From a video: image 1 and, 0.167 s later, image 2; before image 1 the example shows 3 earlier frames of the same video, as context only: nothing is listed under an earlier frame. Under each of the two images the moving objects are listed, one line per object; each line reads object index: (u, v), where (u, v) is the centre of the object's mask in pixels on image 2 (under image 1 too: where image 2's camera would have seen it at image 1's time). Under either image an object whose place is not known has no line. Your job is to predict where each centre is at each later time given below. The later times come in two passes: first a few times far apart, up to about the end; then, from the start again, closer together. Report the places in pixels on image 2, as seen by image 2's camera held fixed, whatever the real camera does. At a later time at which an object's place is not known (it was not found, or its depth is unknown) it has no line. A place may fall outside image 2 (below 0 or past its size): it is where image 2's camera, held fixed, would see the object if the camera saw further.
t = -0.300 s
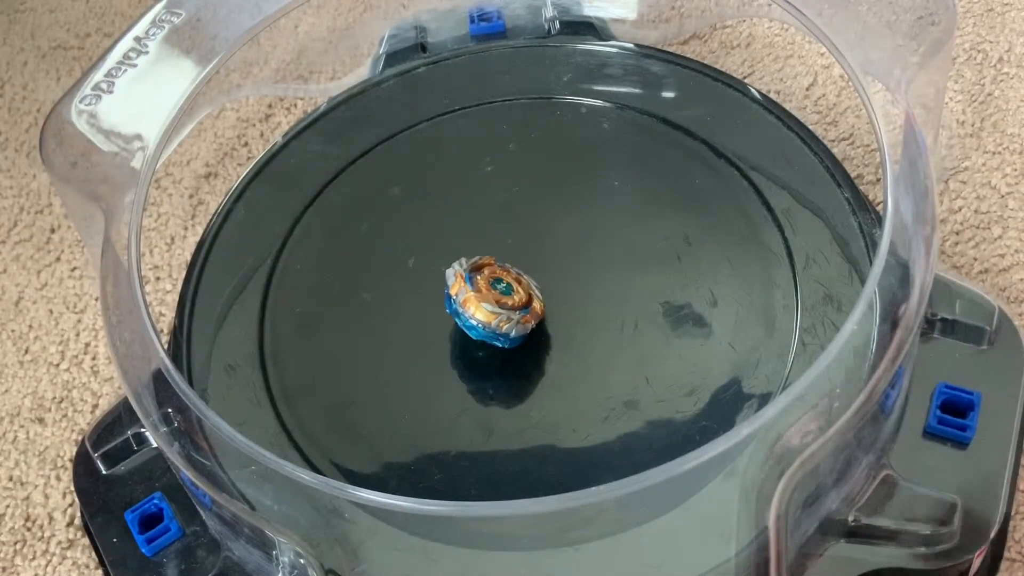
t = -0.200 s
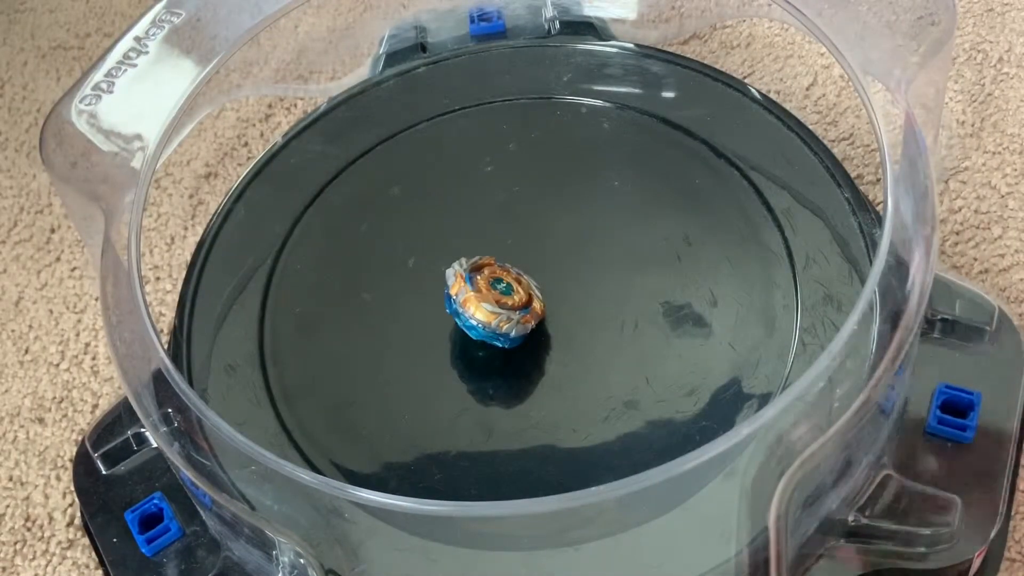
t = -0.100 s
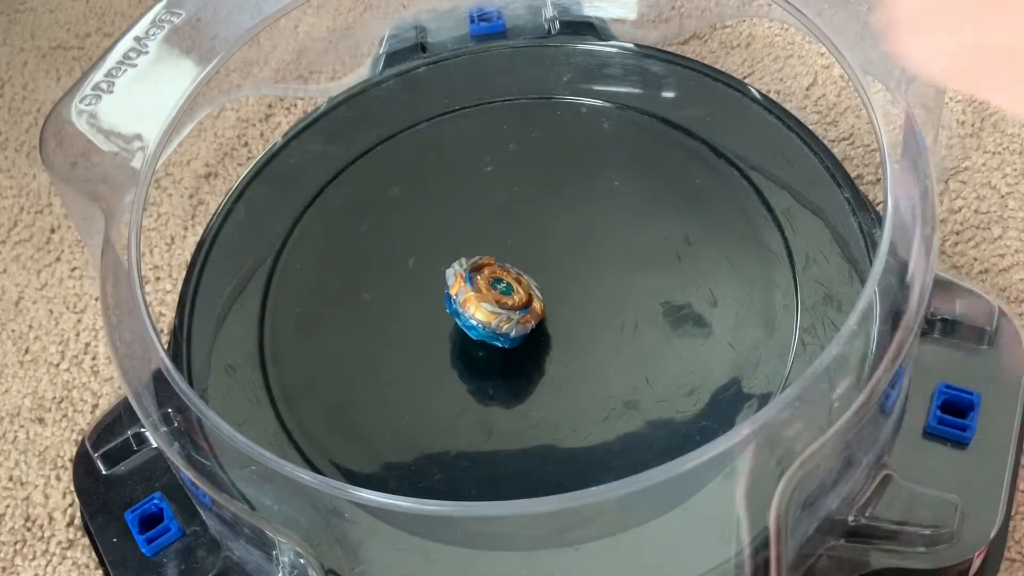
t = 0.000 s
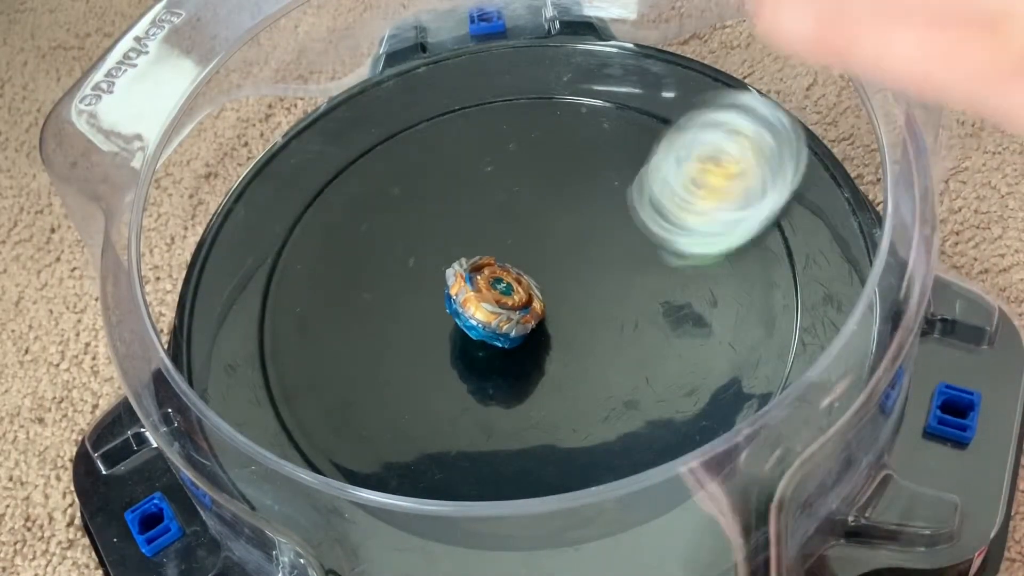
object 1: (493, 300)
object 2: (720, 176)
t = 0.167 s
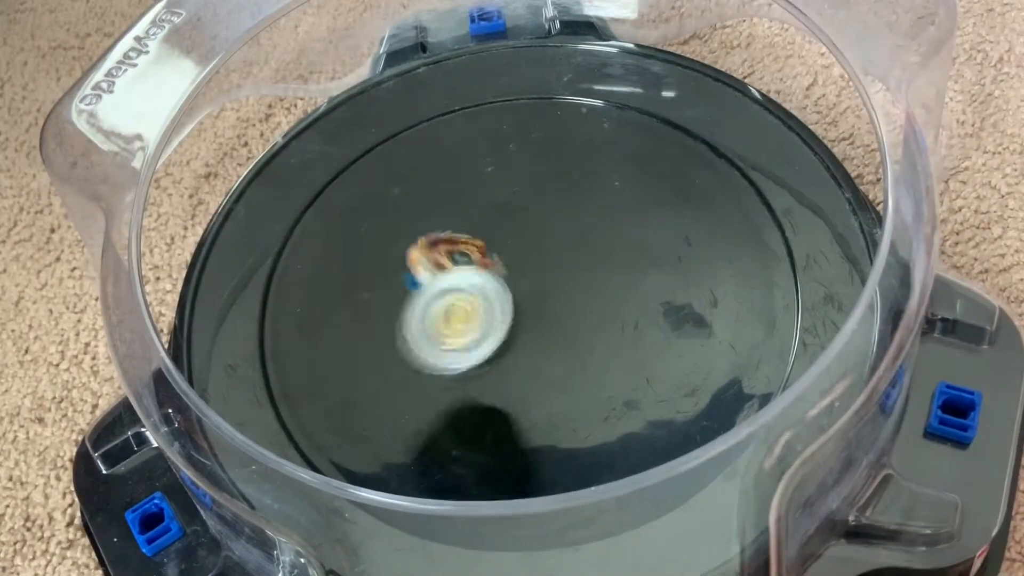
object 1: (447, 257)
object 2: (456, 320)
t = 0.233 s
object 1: (439, 258)
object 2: (401, 346)
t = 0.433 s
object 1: (428, 258)
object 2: (371, 336)
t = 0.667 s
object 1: (452, 282)
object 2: (504, 361)
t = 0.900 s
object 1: (454, 286)
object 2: (604, 345)
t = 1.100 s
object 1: (459, 270)
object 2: (609, 295)
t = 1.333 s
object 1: (444, 269)
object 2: (539, 266)
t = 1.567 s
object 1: (448, 266)
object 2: (564, 285)
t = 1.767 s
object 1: (475, 294)
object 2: (563, 278)
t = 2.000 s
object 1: (479, 295)
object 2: (575, 278)
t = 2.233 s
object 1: (480, 306)
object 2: (565, 274)
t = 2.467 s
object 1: (479, 304)
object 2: (564, 273)
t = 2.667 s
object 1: (478, 305)
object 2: (561, 269)
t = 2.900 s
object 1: (476, 305)
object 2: (556, 262)
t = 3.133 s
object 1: (475, 305)
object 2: (549, 255)
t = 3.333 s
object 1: (474, 305)
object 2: (545, 251)
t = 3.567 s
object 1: (474, 306)
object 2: (542, 249)
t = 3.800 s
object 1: (473, 307)
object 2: (540, 248)
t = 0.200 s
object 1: (446, 261)
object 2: (428, 343)
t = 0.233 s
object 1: (439, 258)
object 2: (401, 346)
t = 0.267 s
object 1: (431, 254)
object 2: (381, 343)
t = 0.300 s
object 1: (427, 254)
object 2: (367, 345)
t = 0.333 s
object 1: (425, 256)
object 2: (358, 342)
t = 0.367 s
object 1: (424, 257)
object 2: (358, 338)
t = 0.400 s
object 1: (425, 258)
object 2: (361, 336)
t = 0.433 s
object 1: (428, 258)
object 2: (371, 336)
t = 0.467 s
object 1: (434, 258)
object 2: (384, 336)
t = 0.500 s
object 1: (441, 258)
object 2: (402, 339)
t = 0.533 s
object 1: (447, 258)
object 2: (423, 342)
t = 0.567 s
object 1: (451, 262)
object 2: (443, 347)
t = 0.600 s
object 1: (452, 267)
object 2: (464, 352)
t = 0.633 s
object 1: (452, 275)
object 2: (484, 357)
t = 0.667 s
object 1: (452, 282)
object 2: (504, 361)
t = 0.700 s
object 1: (450, 288)
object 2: (523, 363)
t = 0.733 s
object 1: (448, 290)
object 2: (541, 365)
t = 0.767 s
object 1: (446, 290)
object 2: (558, 364)
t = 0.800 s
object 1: (446, 290)
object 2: (574, 361)
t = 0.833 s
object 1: (448, 289)
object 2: (587, 357)
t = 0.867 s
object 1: (451, 288)
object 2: (597, 351)
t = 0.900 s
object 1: (454, 286)
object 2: (604, 345)
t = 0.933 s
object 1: (456, 283)
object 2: (610, 338)
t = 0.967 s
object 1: (459, 279)
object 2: (614, 331)
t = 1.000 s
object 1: (459, 276)
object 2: (616, 322)
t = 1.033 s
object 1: (459, 273)
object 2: (615, 315)
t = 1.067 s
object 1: (459, 271)
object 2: (614, 305)
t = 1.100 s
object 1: (459, 270)
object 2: (609, 295)
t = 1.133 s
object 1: (459, 269)
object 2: (603, 285)
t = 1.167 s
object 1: (458, 269)
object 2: (593, 275)
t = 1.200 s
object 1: (459, 270)
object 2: (580, 268)
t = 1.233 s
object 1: (459, 271)
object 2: (564, 262)
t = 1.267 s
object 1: (457, 273)
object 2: (549, 259)
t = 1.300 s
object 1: (452, 272)
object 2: (539, 259)
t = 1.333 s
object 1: (444, 269)
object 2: (539, 266)
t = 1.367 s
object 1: (438, 268)
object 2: (543, 271)
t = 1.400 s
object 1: (436, 267)
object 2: (548, 276)
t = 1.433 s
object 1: (435, 267)
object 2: (551, 280)
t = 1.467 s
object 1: (436, 267)
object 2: (555, 282)
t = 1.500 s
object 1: (439, 267)
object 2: (558, 284)
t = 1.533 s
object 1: (442, 267)
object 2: (561, 285)
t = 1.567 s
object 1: (448, 266)
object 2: (564, 285)
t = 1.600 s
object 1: (456, 267)
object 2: (565, 285)
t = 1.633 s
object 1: (463, 271)
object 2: (566, 284)
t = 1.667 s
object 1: (470, 276)
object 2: (567, 282)
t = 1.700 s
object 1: (474, 283)
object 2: (567, 281)
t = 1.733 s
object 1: (476, 289)
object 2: (565, 279)
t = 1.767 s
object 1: (475, 294)
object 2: (563, 278)
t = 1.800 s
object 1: (474, 294)
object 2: (564, 279)
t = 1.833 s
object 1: (473, 293)
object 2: (564, 281)
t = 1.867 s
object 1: (473, 292)
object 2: (568, 281)
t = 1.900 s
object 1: (474, 293)
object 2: (572, 280)
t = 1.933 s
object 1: (476, 294)
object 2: (574, 280)
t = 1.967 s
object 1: (478, 294)
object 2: (575, 279)
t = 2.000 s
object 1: (479, 295)
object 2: (575, 278)
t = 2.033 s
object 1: (479, 297)
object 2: (574, 277)
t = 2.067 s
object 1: (479, 298)
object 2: (571, 276)
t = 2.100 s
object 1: (479, 300)
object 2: (568, 275)
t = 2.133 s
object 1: (478, 302)
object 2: (566, 274)
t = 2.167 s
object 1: (478, 303)
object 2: (566, 274)
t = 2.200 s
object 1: (480, 306)
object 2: (566, 274)
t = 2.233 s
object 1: (480, 306)
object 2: (565, 274)
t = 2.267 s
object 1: (479, 306)
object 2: (565, 273)
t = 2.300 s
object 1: (479, 305)
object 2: (565, 273)
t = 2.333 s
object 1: (479, 304)
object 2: (565, 273)
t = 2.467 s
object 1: (479, 304)
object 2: (564, 273)
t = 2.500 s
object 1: (479, 305)
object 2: (563, 272)
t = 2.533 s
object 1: (479, 305)
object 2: (563, 272)
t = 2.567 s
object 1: (479, 304)
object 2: (563, 271)
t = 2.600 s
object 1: (478, 304)
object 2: (562, 270)
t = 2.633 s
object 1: (478, 305)
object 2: (562, 269)
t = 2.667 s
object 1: (478, 305)
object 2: (561, 269)
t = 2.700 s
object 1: (477, 305)
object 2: (561, 268)
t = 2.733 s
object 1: (477, 305)
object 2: (560, 267)
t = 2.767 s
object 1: (477, 305)
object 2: (559, 266)
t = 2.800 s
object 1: (477, 305)
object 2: (559, 266)
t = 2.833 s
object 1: (477, 305)
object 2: (558, 265)
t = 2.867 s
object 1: (476, 305)
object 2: (557, 263)
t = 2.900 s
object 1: (476, 305)
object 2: (556, 262)
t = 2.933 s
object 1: (476, 305)
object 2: (555, 261)
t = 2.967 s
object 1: (476, 305)
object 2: (554, 260)
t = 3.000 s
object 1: (476, 305)
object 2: (553, 259)
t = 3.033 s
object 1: (475, 305)
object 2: (552, 257)
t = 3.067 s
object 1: (475, 305)
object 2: (551, 256)
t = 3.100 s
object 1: (475, 305)
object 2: (550, 255)
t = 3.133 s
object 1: (475, 305)
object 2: (549, 255)
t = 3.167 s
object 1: (475, 305)
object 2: (548, 253)
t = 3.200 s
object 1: (475, 305)
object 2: (547, 253)
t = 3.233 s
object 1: (475, 305)
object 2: (547, 252)
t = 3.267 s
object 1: (475, 305)
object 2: (546, 251)
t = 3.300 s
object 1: (474, 305)
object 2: (545, 251)
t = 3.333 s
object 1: (474, 305)
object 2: (545, 251)
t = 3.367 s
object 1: (474, 306)
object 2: (544, 250)
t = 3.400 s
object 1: (474, 306)
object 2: (544, 250)
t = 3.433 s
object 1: (474, 305)
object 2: (543, 249)
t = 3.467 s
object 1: (474, 306)
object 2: (543, 249)
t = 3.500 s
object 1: (474, 306)
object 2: (543, 249)
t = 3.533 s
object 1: (474, 306)
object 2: (542, 249)
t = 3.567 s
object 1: (474, 306)
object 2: (542, 249)
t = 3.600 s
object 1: (474, 306)
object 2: (542, 249)
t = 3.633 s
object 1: (474, 306)
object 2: (542, 248)
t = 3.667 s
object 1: (474, 306)
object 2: (541, 249)
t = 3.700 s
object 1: (474, 306)
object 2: (541, 248)
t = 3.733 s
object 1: (473, 306)
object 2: (541, 248)
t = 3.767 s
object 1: (473, 306)
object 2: (540, 248)
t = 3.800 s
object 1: (473, 307)
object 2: (540, 248)
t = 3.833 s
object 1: (473, 306)
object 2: (540, 248)
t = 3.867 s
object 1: (473, 307)
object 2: (539, 248)
